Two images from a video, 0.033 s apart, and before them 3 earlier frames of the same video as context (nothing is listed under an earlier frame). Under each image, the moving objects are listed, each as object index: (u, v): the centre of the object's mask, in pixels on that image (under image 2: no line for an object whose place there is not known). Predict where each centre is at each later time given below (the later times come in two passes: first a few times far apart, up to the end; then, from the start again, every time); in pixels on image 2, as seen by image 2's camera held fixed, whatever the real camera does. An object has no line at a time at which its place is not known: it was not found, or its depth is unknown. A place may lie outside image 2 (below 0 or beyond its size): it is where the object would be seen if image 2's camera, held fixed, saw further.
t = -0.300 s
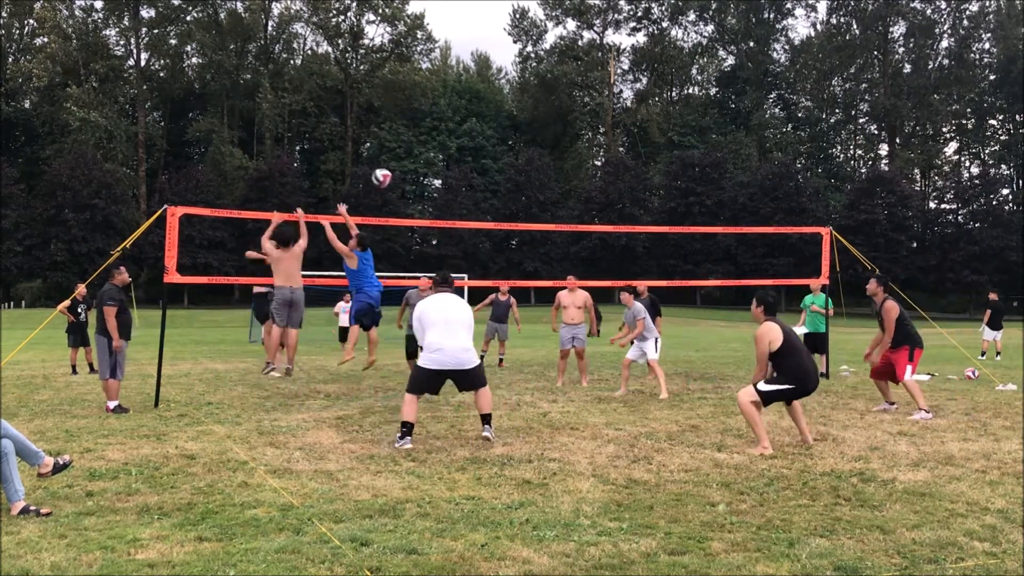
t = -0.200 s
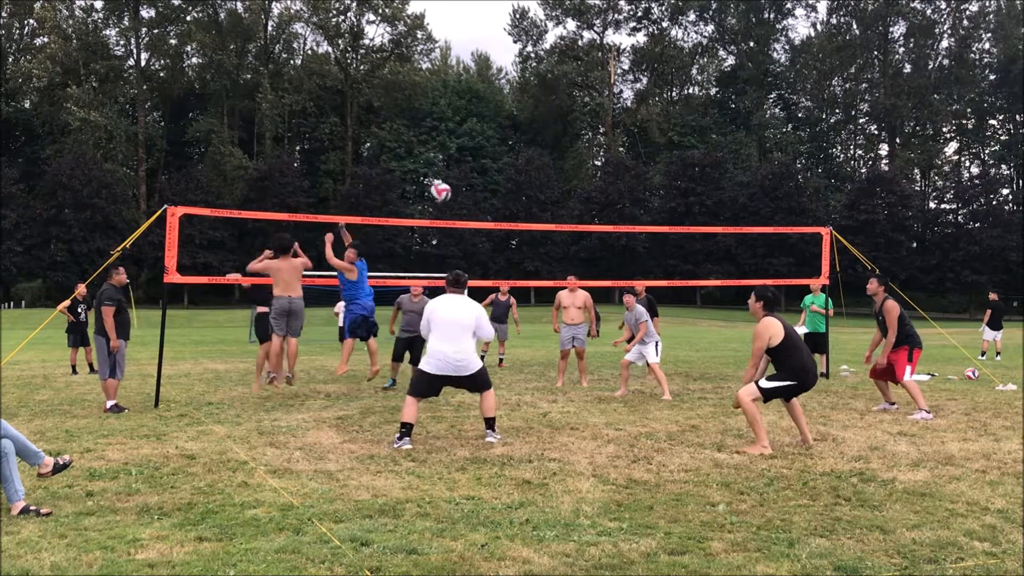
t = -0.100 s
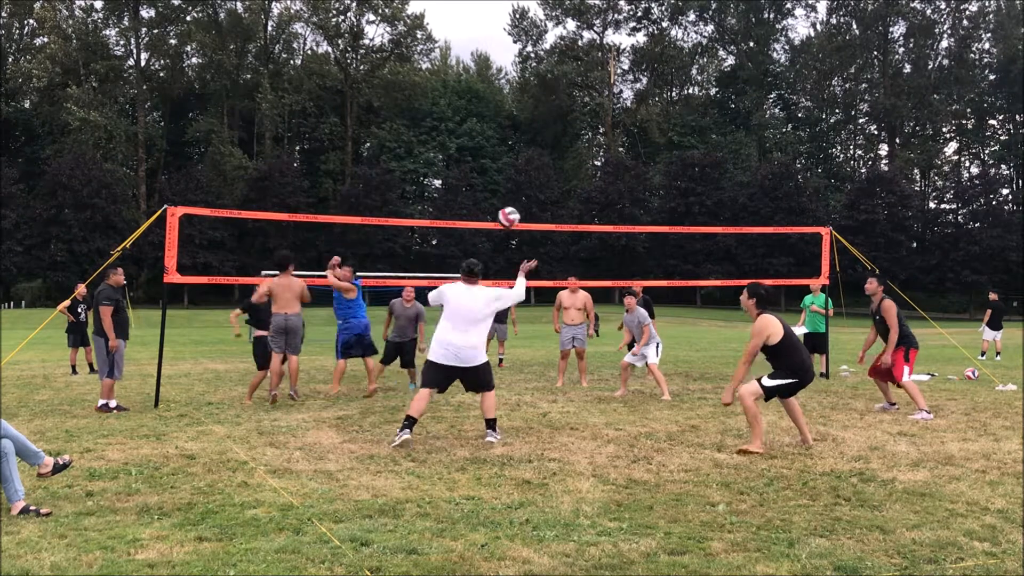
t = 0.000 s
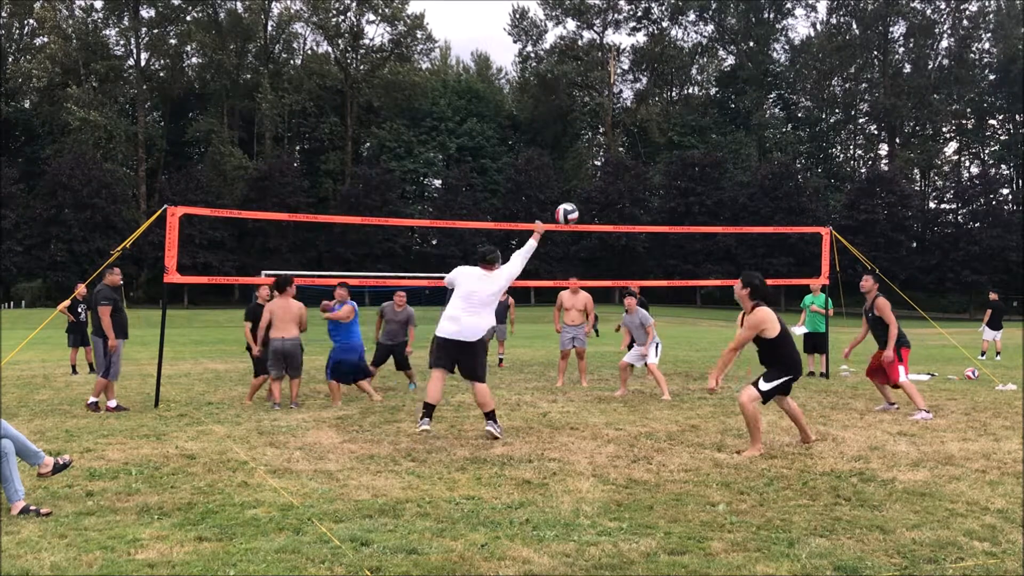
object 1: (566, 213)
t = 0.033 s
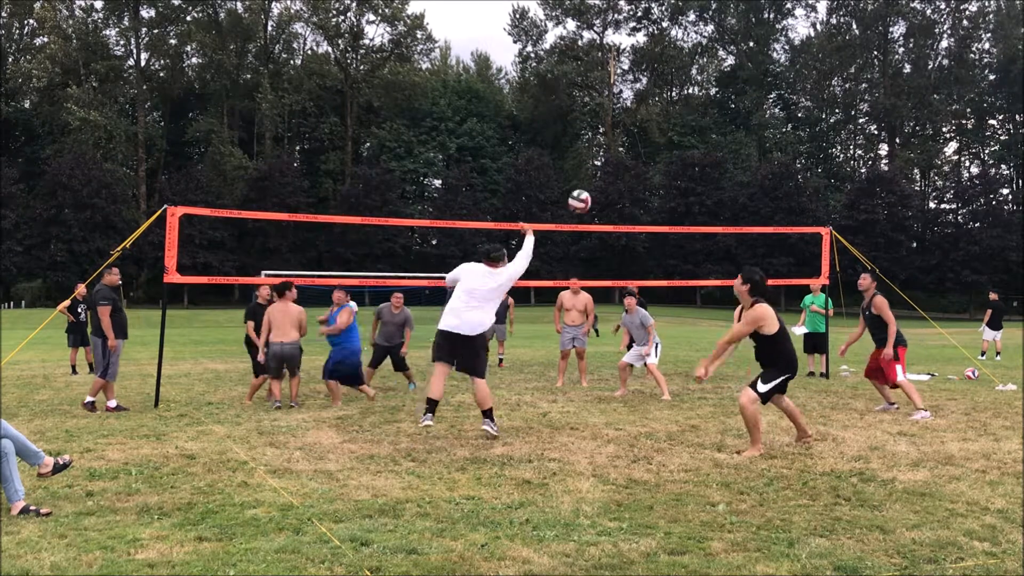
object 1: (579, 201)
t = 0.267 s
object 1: (665, 147)
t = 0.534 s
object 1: (754, 158)
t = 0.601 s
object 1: (775, 172)
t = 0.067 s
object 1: (592, 189)
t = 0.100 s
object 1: (605, 178)
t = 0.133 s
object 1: (617, 170)
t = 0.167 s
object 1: (629, 162)
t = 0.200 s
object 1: (641, 156)
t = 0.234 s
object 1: (653, 150)
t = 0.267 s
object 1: (665, 147)
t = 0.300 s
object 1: (677, 144)
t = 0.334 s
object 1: (688, 143)
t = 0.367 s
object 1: (700, 142)
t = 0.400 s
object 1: (711, 143)
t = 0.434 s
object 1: (721, 145)
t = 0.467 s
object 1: (732, 149)
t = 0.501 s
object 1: (743, 153)
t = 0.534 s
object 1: (754, 158)
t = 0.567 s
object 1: (764, 164)
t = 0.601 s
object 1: (775, 172)
